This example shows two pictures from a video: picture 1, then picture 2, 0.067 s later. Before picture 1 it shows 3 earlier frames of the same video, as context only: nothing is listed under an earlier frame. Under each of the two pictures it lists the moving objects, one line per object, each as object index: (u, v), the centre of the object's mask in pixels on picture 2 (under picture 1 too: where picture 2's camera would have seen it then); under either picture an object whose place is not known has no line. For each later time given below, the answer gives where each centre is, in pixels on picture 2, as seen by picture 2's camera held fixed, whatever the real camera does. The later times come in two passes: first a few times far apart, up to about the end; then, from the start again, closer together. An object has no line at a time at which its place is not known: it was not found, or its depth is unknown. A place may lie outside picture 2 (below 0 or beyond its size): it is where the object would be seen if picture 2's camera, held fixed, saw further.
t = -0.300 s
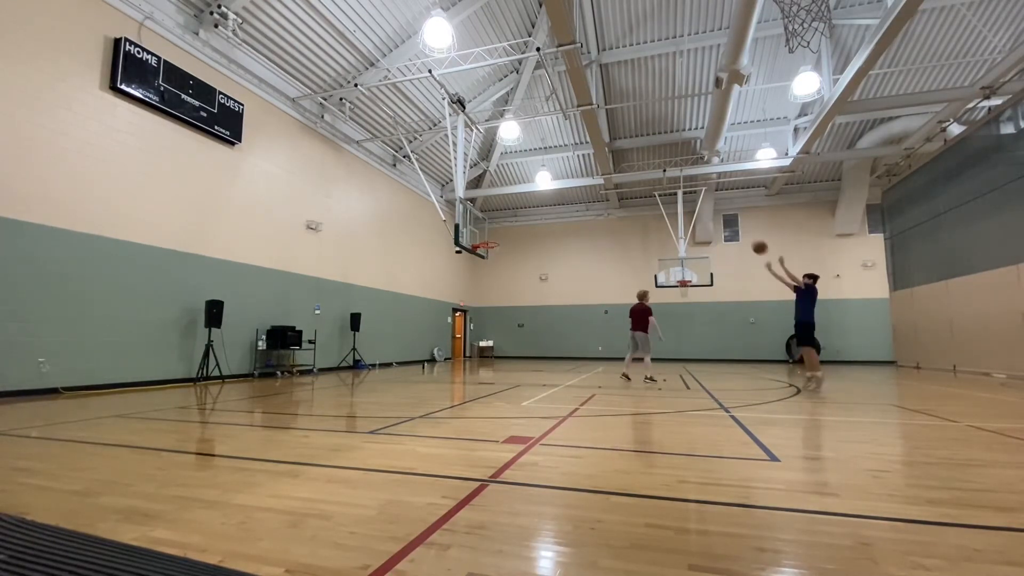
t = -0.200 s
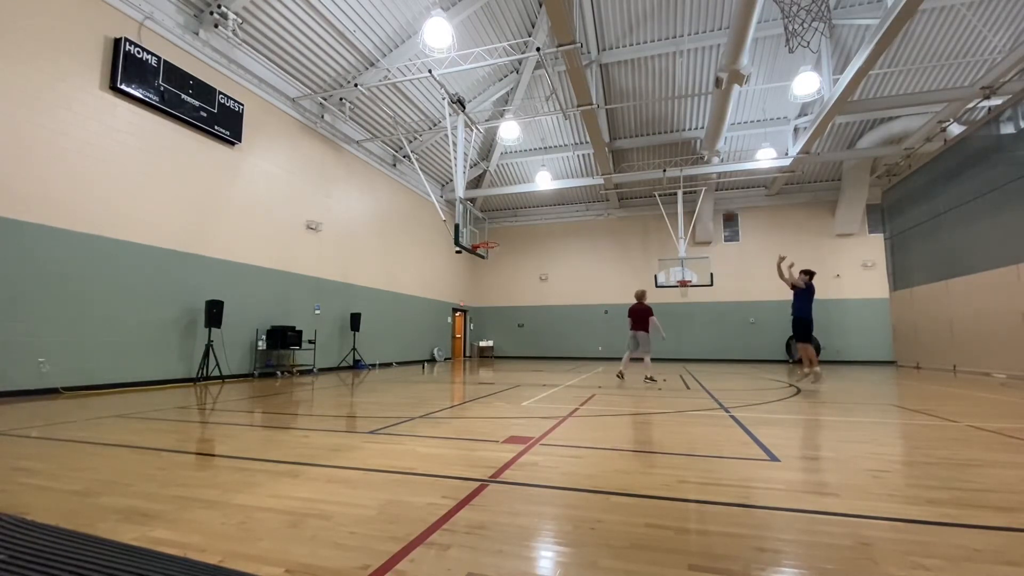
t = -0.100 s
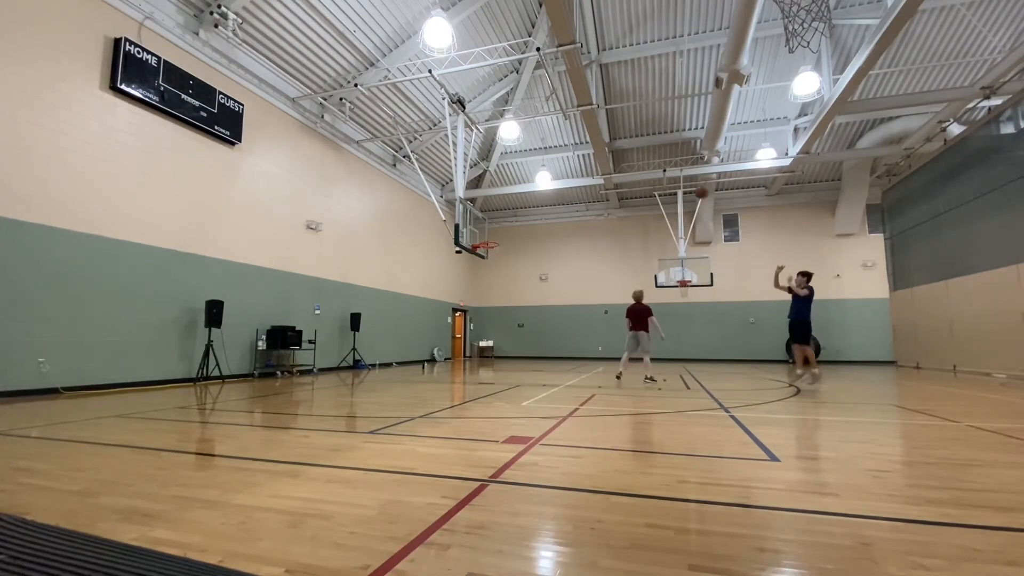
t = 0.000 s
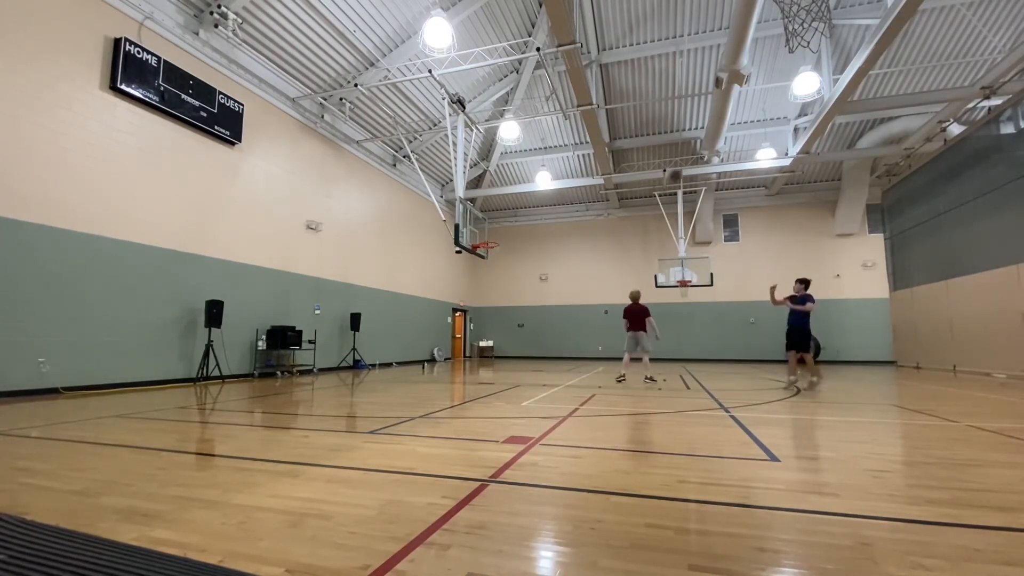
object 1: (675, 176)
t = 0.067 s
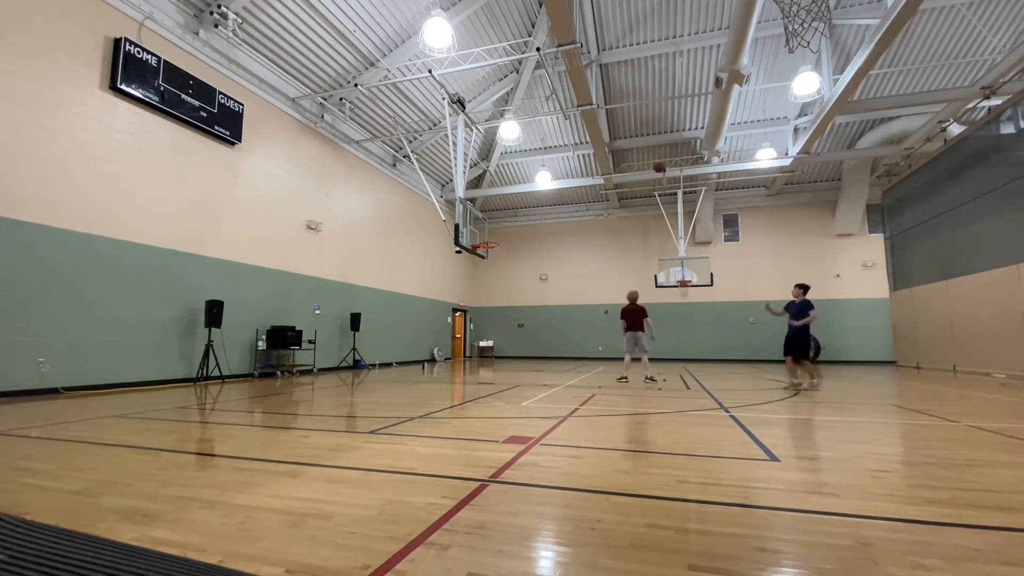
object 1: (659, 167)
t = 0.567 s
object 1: (558, 173)
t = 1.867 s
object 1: (518, 272)
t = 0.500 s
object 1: (570, 166)
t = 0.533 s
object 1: (564, 169)
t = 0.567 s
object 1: (558, 173)
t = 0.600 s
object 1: (553, 176)
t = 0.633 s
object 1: (546, 181)
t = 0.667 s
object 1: (540, 186)
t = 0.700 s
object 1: (535, 191)
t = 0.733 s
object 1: (529, 197)
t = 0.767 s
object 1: (524, 203)
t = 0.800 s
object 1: (518, 209)
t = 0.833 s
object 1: (513, 217)
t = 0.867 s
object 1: (508, 224)
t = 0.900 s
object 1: (503, 231)
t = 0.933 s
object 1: (498, 238)
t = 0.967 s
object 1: (495, 239)
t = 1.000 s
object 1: (491, 237)
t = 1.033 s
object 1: (488, 236)
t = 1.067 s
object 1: (485, 236)
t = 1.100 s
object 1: (482, 237)
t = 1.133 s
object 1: (480, 237)
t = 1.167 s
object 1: (482, 237)
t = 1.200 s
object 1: (484, 236)
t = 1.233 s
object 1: (487, 237)
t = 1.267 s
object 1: (490, 237)
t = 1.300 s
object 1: (493, 238)
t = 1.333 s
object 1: (496, 241)
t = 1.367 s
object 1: (497, 241)
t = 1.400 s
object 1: (499, 240)
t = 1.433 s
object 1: (500, 239)
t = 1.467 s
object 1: (501, 239)
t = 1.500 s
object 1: (503, 240)
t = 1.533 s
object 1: (504, 240)
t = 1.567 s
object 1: (506, 242)
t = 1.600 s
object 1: (507, 243)
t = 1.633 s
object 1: (508, 245)
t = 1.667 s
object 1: (510, 247)
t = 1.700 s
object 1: (511, 250)
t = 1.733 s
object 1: (513, 254)
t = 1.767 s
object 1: (514, 256)
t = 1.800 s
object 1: (515, 261)
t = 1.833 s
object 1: (517, 266)
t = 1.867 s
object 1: (518, 272)
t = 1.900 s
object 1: (519, 277)
